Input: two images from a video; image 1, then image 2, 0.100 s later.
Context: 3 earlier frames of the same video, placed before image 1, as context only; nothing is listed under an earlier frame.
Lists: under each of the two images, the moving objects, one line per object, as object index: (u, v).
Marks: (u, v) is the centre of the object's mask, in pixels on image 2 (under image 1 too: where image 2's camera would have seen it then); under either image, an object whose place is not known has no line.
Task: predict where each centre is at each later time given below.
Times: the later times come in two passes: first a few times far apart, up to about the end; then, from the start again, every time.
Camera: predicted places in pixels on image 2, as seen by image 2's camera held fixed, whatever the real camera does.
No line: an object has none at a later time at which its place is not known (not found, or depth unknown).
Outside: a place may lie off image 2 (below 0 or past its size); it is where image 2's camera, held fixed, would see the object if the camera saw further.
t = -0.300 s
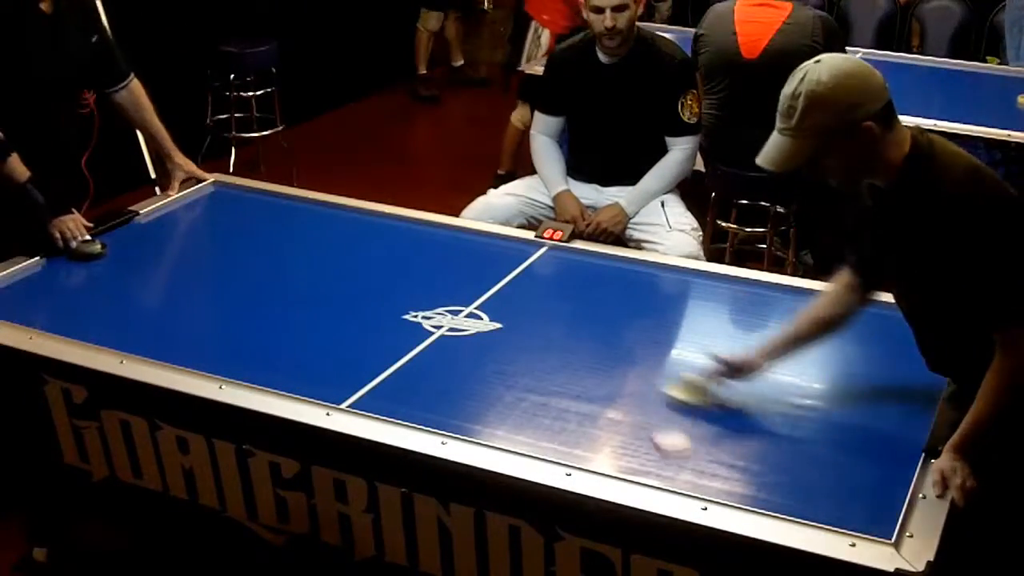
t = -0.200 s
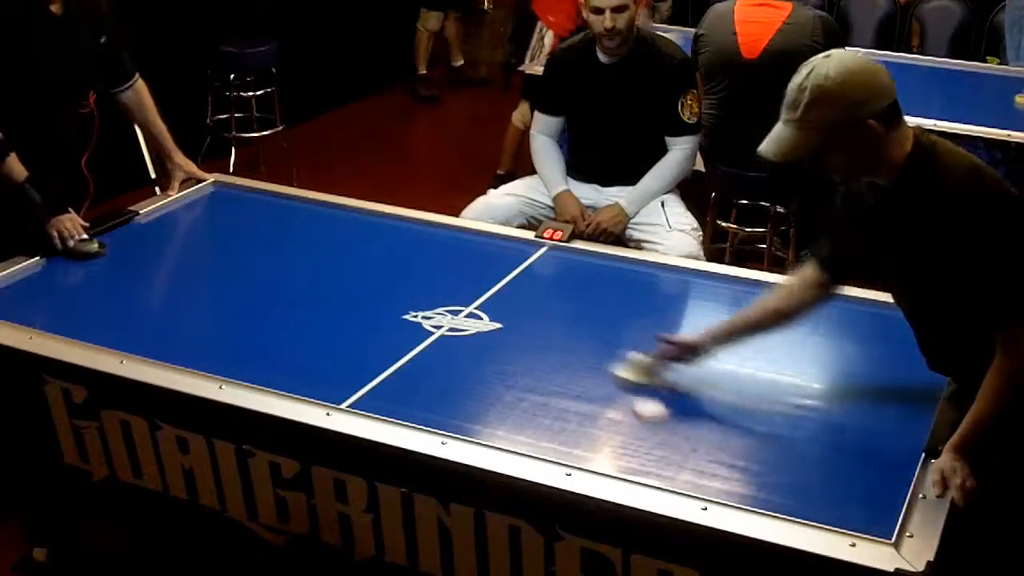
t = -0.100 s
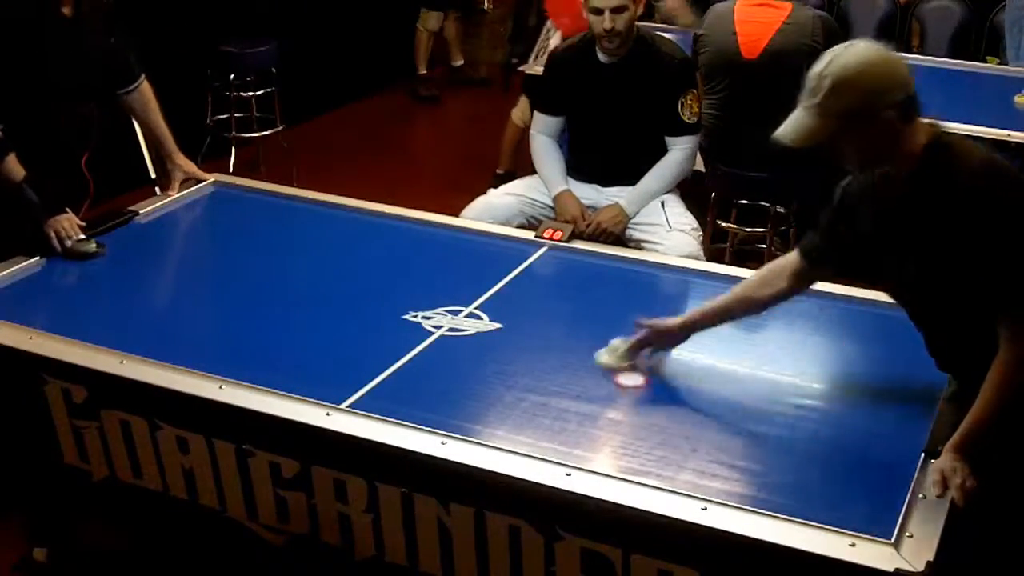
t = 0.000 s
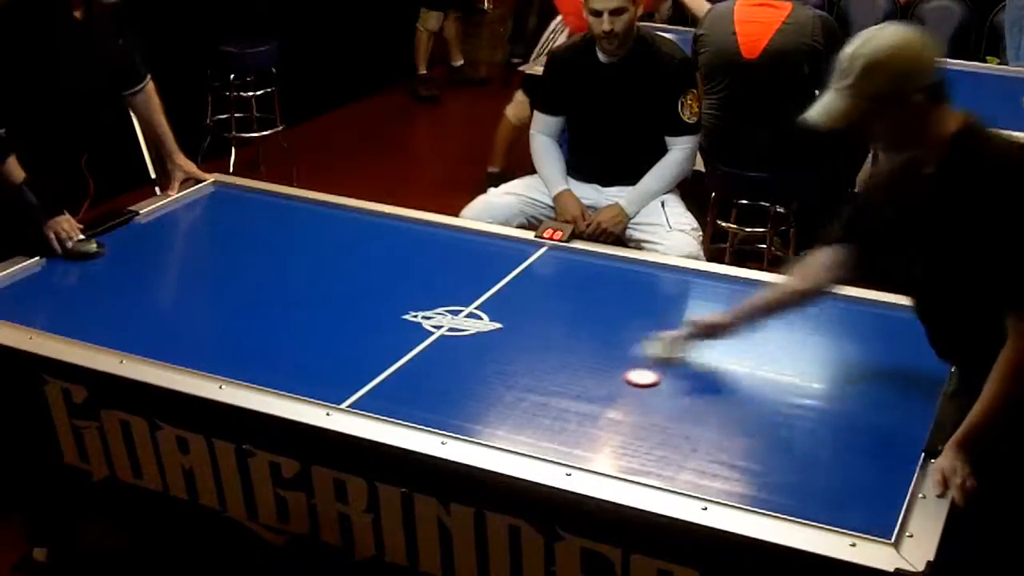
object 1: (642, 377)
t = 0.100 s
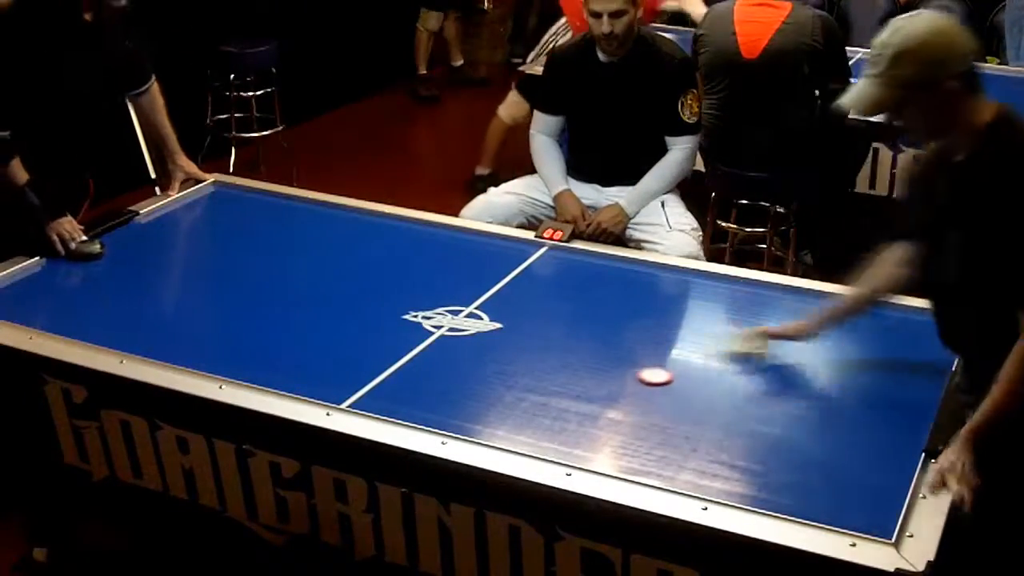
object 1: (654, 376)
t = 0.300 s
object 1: (677, 373)
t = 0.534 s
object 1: (705, 369)
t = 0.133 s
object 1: (659, 375)
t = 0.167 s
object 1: (662, 375)
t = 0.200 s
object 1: (666, 375)
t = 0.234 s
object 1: (670, 374)
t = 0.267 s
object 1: (674, 374)
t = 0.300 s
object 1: (677, 373)
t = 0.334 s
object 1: (681, 373)
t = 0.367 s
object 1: (686, 372)
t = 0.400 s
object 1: (689, 372)
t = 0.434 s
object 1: (693, 372)
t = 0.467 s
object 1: (697, 371)
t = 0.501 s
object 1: (701, 369)
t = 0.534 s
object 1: (705, 369)
